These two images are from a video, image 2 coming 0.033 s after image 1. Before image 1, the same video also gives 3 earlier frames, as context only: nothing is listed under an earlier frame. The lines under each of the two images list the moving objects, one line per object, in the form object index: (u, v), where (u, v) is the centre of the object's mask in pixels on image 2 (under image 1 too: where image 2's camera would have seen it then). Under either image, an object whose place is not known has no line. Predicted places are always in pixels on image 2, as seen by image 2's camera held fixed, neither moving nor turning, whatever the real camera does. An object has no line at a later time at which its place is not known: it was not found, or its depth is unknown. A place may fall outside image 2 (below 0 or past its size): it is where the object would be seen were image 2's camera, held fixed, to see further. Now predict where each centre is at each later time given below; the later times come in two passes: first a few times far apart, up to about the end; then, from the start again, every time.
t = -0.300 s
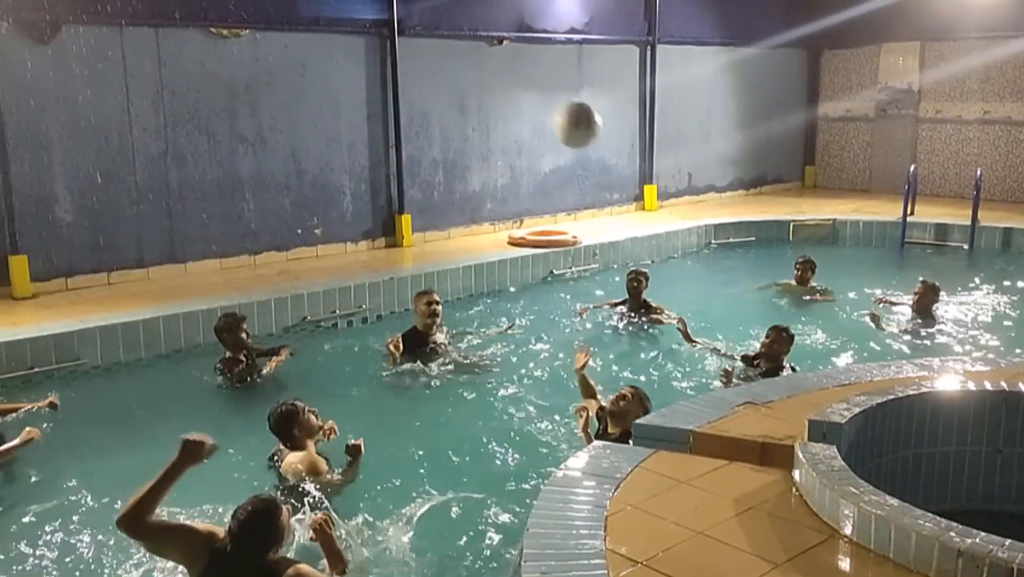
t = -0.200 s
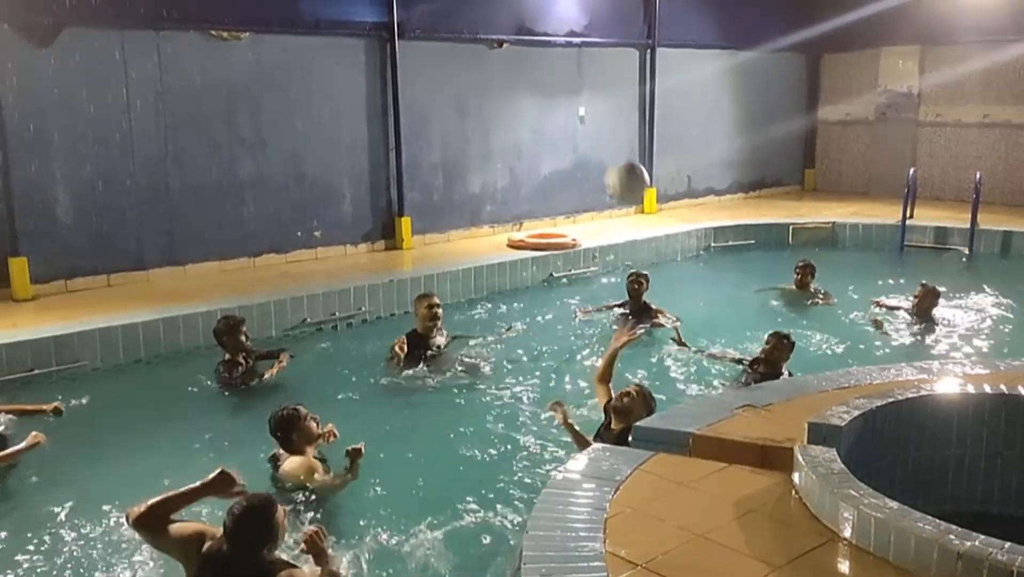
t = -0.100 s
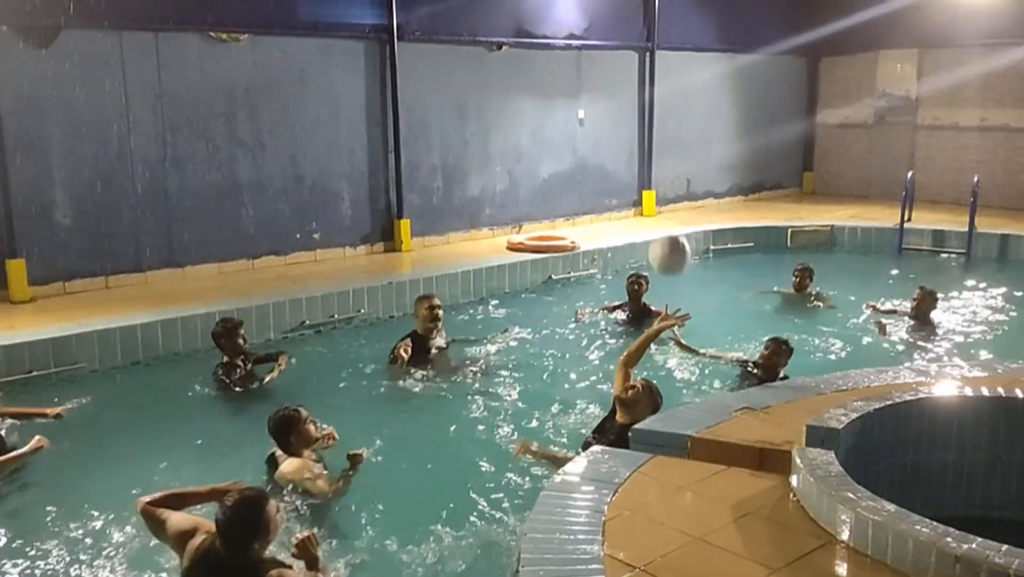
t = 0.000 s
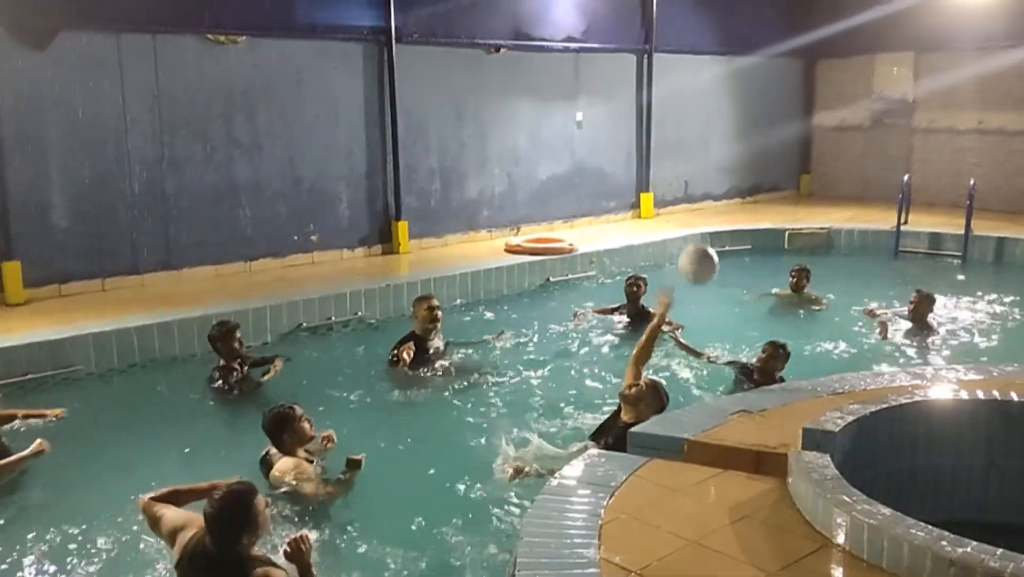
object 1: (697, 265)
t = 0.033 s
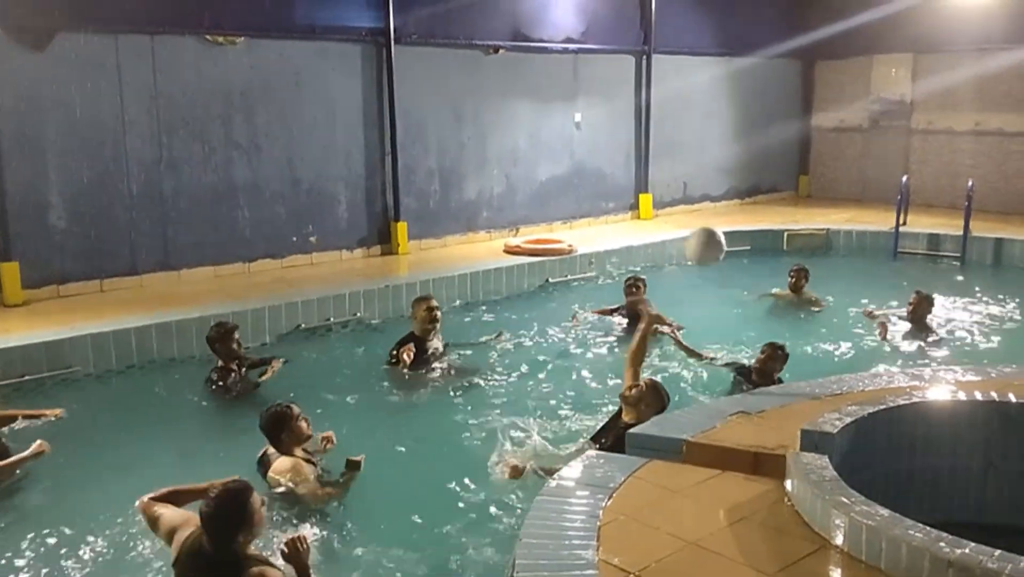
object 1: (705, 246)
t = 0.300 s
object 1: (765, 145)
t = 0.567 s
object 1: (821, 178)
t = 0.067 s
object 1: (713, 228)
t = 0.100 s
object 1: (720, 209)
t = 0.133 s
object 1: (728, 195)
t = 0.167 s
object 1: (735, 181)
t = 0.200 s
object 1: (742, 169)
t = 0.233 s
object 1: (750, 159)
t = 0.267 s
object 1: (757, 151)
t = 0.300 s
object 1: (765, 145)
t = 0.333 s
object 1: (773, 142)
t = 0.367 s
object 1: (780, 141)
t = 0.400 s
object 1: (787, 142)
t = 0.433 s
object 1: (794, 146)
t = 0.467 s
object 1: (800, 150)
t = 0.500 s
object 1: (807, 157)
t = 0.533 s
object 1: (814, 166)
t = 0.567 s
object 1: (821, 178)
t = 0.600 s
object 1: (828, 191)
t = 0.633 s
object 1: (834, 208)
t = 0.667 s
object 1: (840, 226)
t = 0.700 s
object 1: (847, 245)
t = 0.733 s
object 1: (853, 267)
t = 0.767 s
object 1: (859, 290)
